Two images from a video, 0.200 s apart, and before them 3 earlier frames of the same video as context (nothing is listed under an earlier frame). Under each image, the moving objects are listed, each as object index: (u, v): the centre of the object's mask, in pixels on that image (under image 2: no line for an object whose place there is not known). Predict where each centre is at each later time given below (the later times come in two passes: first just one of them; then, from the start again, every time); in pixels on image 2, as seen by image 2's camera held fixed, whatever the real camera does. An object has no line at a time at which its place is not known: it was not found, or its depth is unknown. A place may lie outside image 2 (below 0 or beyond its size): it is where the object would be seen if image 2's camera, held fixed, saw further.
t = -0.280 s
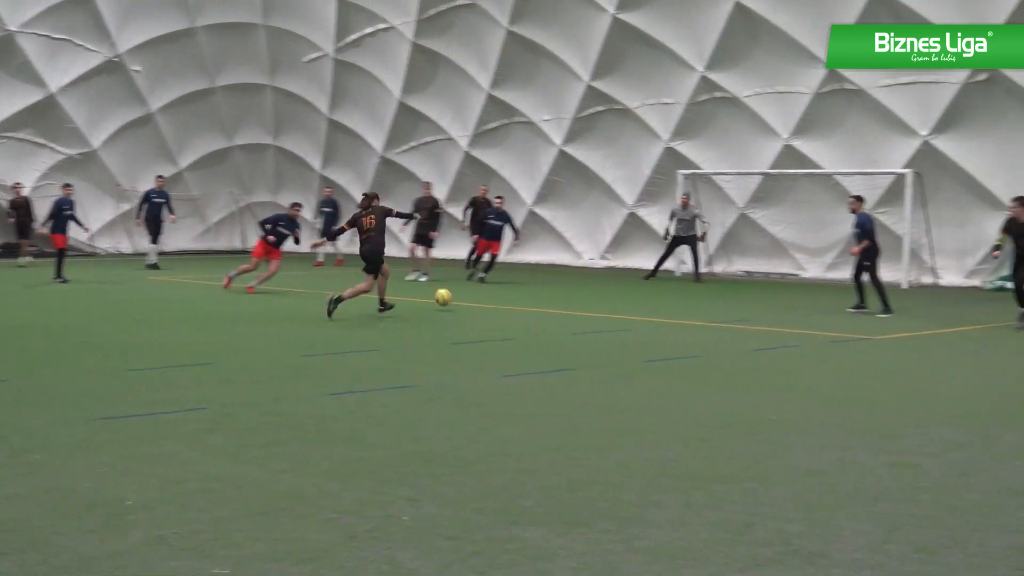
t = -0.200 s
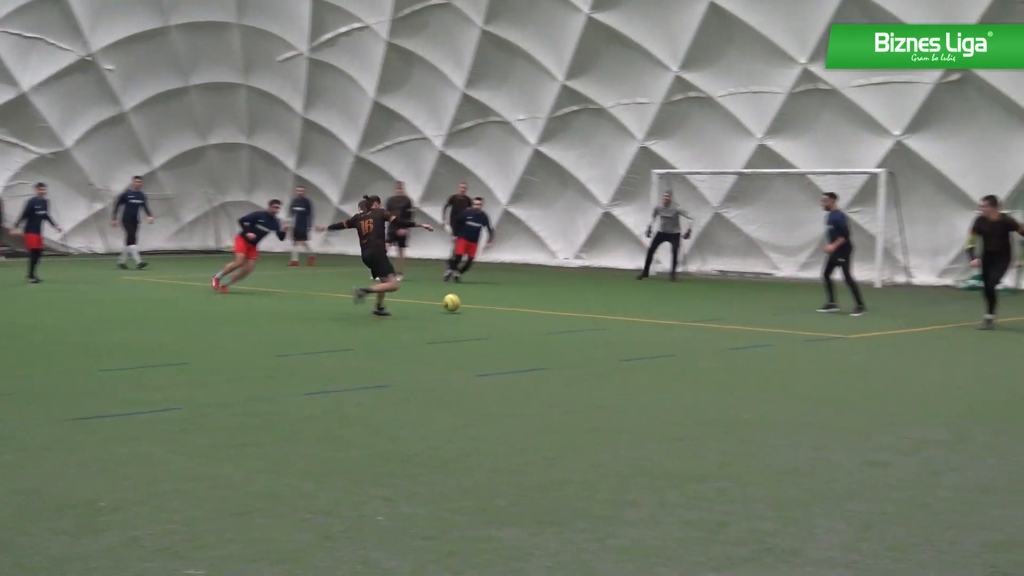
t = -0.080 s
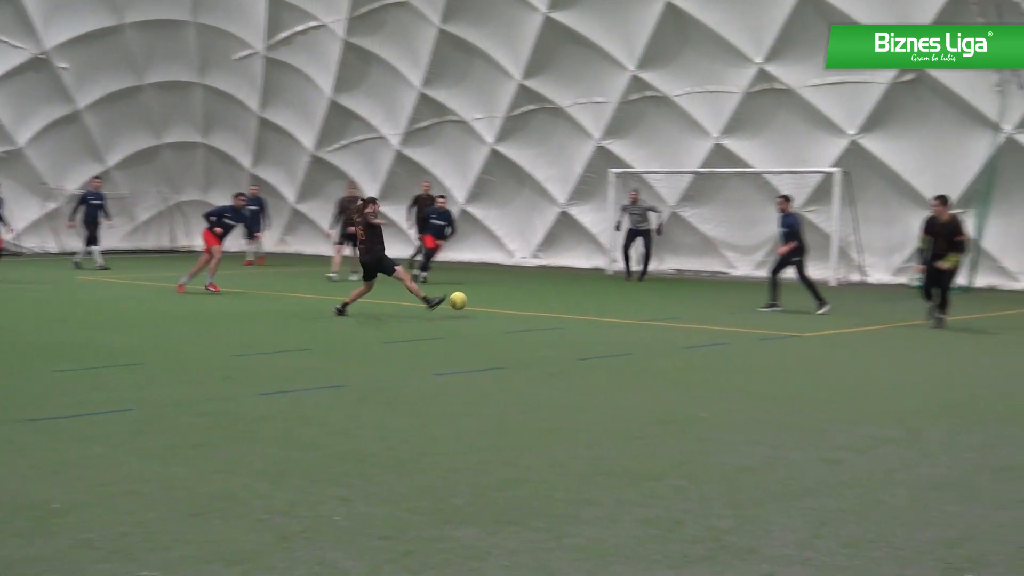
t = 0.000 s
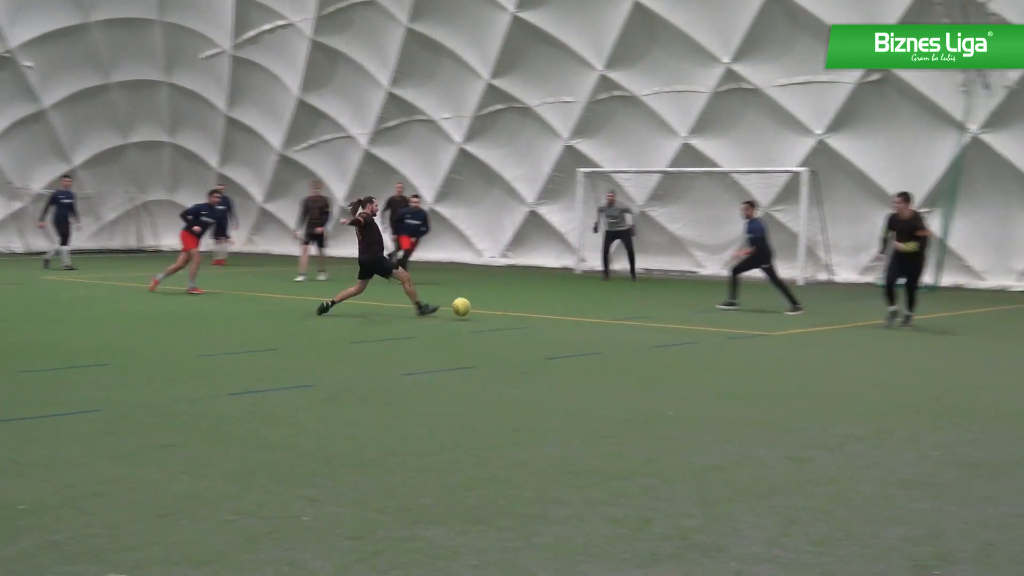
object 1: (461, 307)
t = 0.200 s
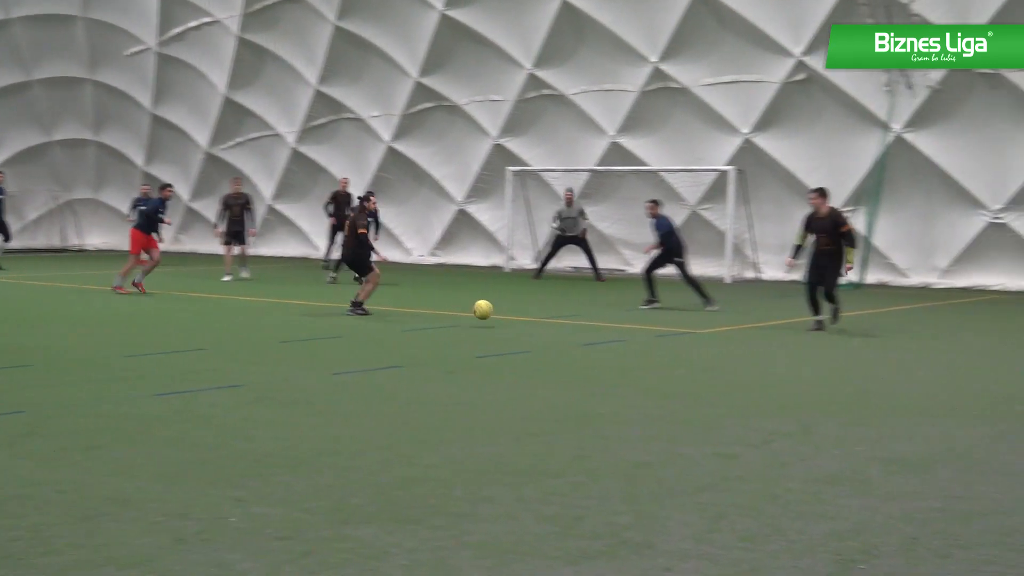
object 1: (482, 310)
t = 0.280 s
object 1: (516, 318)
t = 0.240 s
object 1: (499, 314)
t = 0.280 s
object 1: (516, 318)
